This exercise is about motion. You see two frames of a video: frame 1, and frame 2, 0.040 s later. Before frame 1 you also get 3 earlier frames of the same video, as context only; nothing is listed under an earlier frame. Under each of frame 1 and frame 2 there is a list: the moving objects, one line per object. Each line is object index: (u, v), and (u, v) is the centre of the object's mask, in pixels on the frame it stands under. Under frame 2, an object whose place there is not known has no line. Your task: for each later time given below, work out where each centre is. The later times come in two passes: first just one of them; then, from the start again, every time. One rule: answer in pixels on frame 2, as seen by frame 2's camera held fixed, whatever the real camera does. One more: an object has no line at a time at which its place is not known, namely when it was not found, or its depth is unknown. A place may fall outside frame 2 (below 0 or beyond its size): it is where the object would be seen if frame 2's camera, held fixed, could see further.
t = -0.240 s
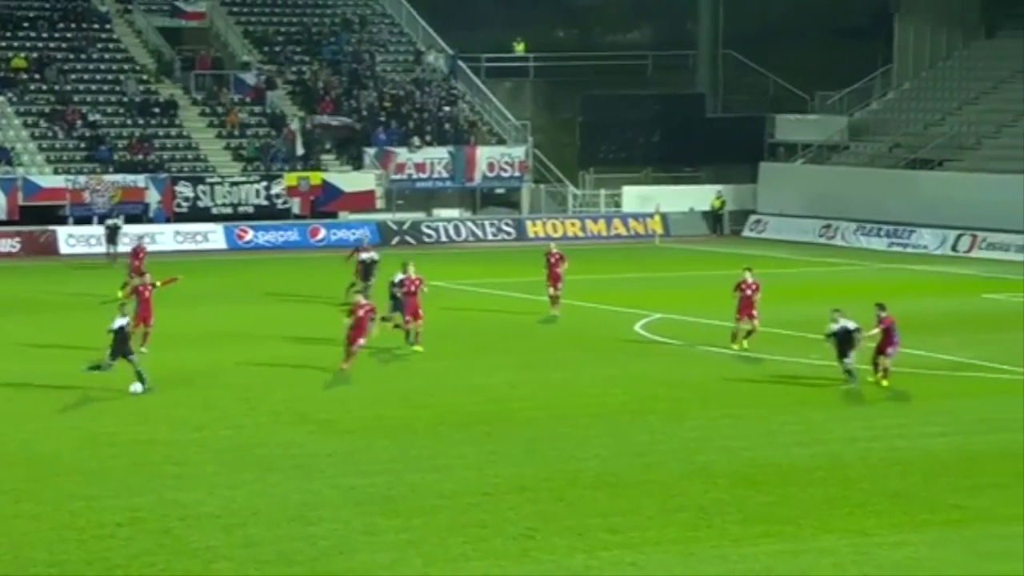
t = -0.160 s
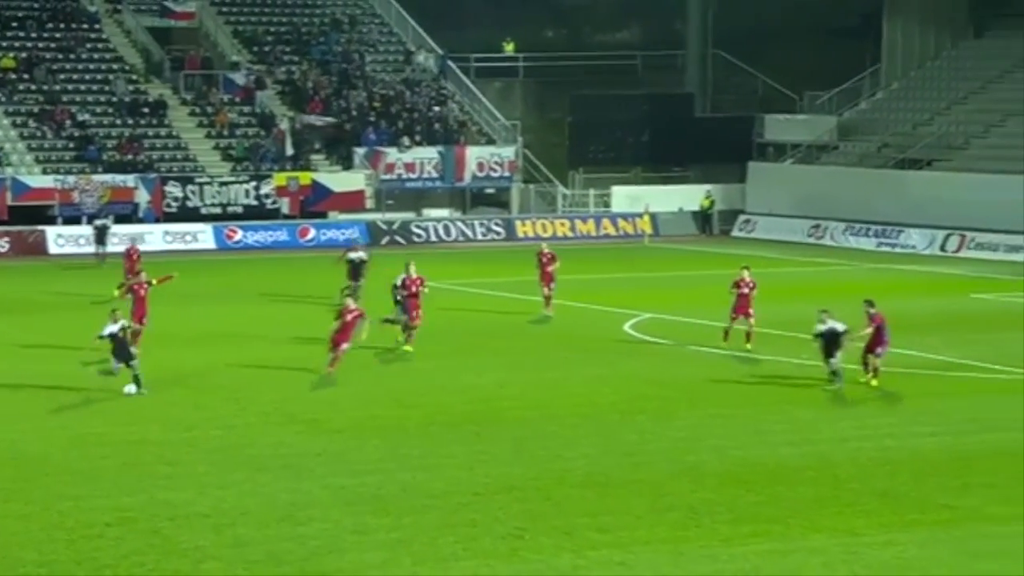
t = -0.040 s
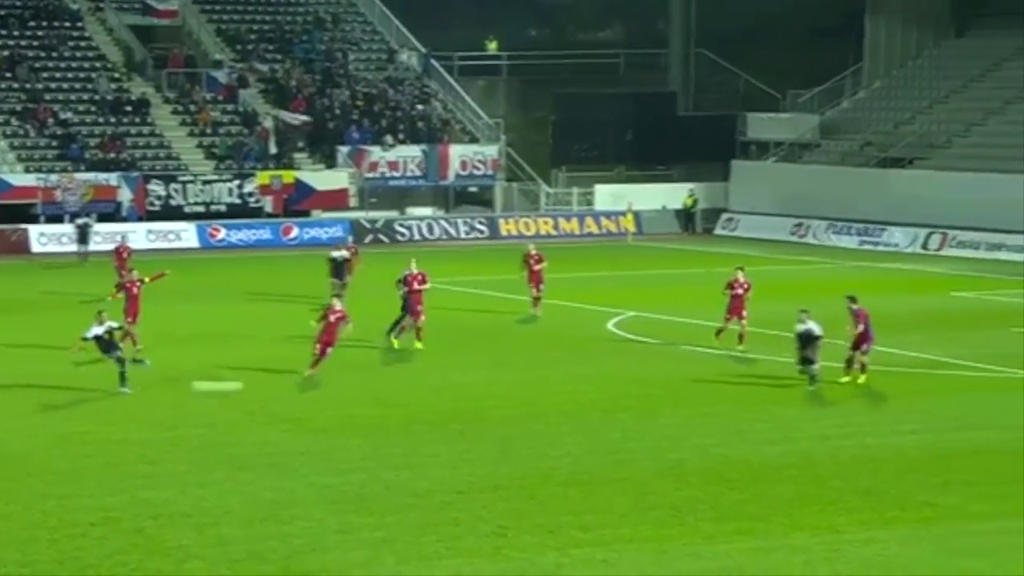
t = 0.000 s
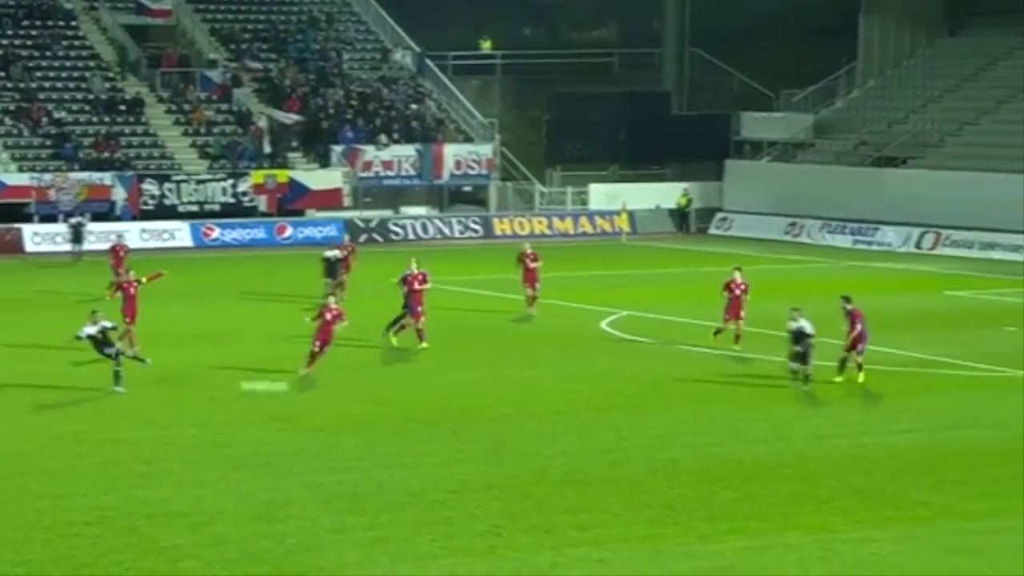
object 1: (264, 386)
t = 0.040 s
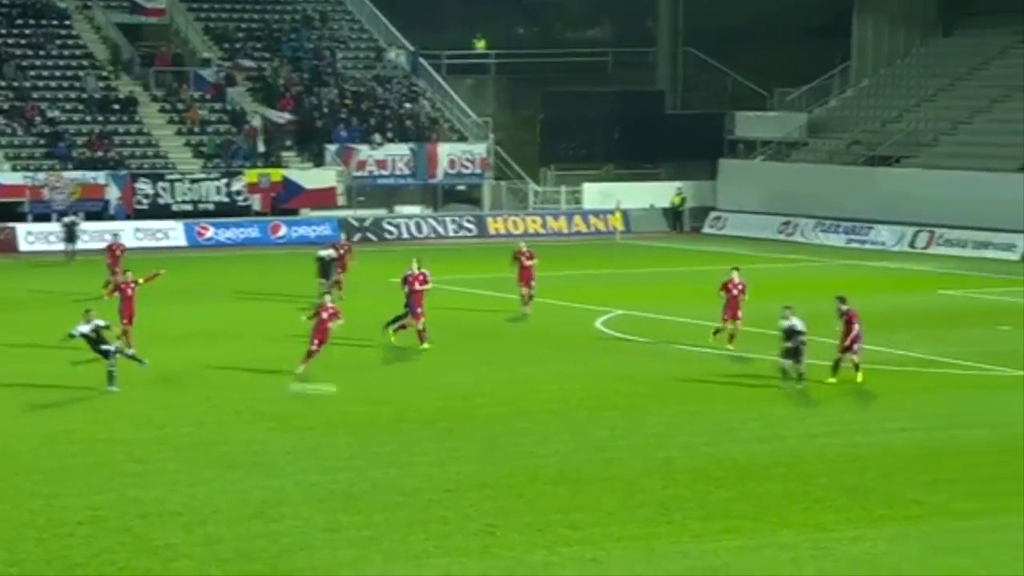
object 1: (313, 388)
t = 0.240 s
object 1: (557, 392)
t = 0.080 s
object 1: (365, 392)
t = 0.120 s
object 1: (414, 393)
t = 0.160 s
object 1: (463, 391)
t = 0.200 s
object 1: (510, 391)
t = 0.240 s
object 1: (557, 392)
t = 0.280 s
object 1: (604, 396)
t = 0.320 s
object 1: (651, 400)
